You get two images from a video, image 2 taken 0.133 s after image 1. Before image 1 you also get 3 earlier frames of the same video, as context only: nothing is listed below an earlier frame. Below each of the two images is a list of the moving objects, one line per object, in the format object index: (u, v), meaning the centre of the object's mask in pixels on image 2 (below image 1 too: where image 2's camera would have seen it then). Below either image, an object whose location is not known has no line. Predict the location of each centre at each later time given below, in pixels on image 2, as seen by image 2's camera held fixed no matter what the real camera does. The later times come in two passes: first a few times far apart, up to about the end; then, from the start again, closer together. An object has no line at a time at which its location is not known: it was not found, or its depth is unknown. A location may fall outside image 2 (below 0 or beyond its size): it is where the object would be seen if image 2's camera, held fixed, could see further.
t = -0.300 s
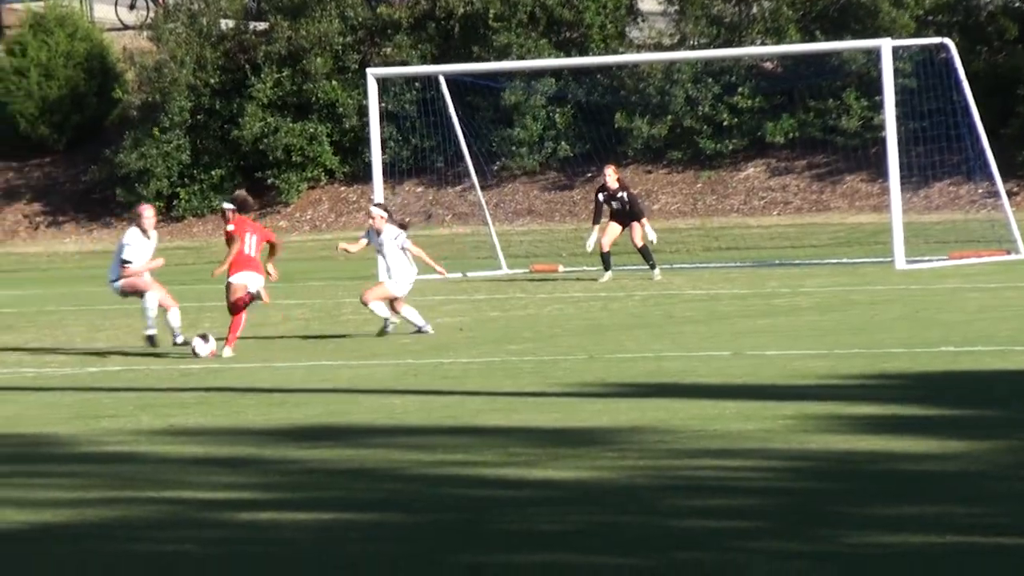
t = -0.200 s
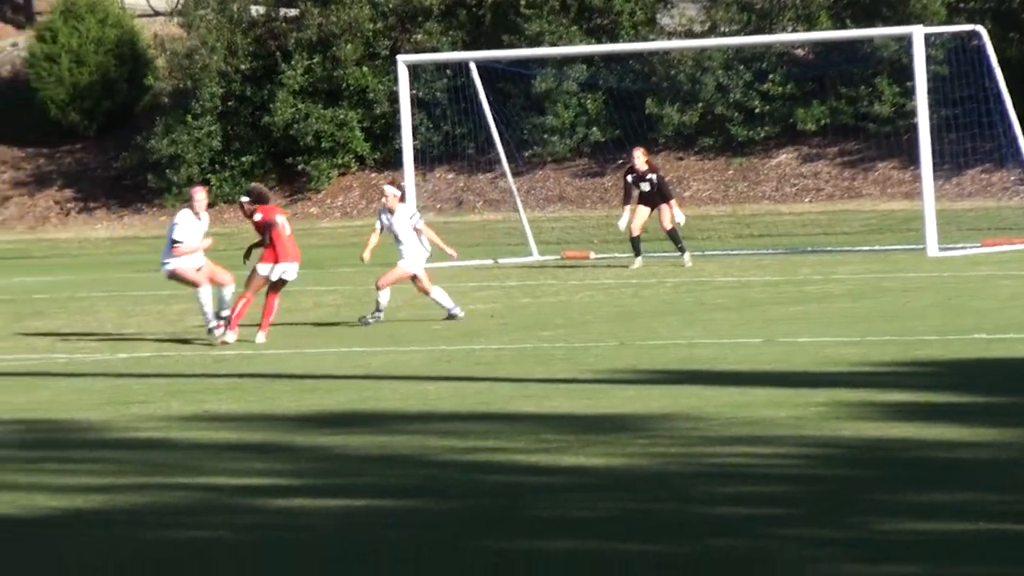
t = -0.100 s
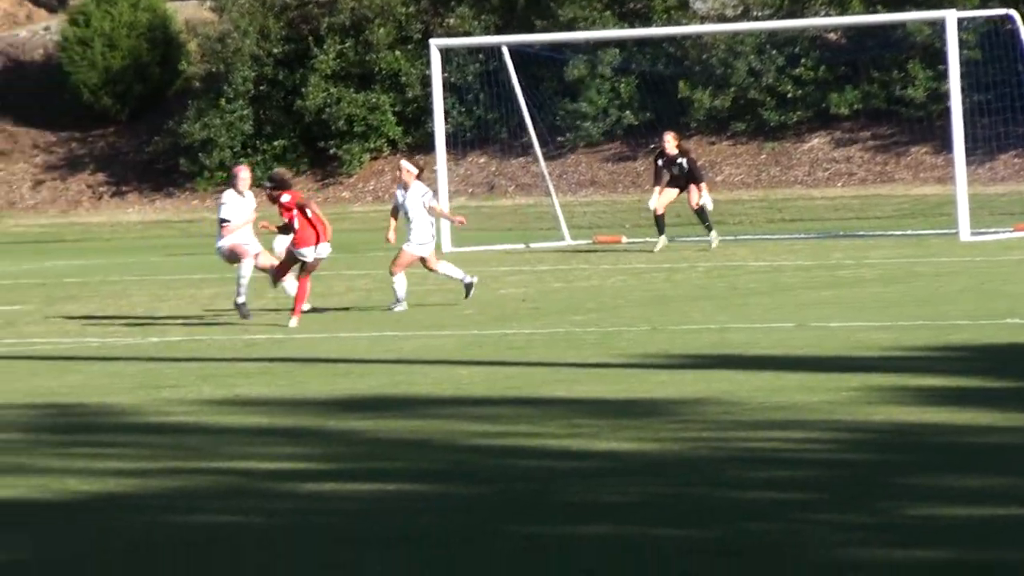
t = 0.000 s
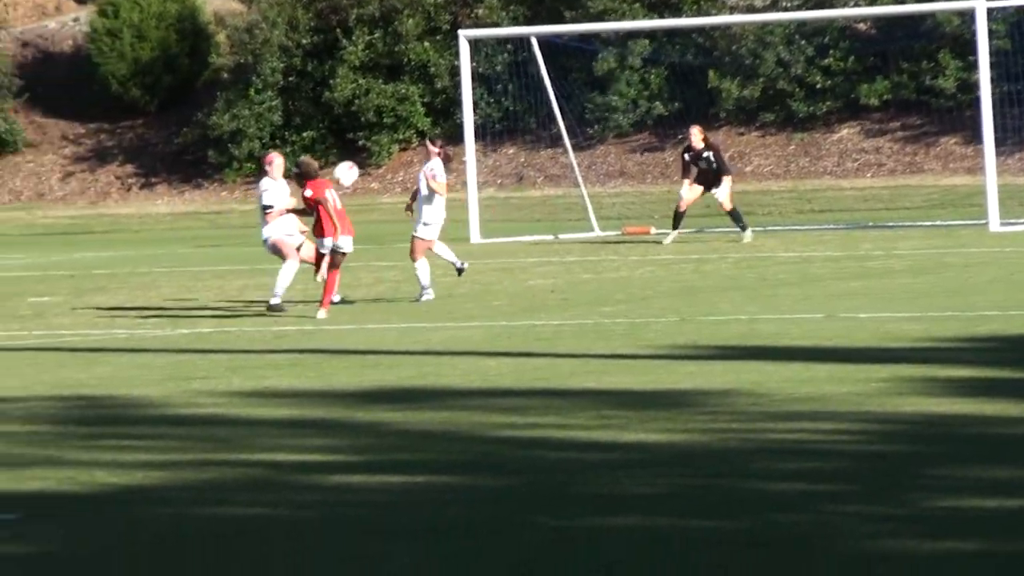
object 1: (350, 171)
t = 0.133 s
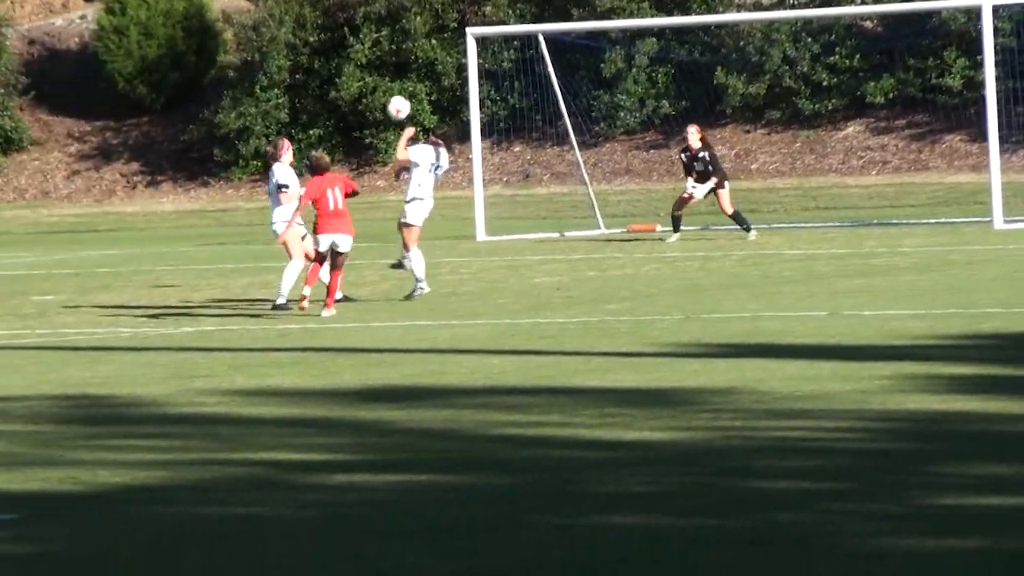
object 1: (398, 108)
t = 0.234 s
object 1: (436, 72)
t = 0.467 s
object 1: (526, 30)
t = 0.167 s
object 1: (412, 94)
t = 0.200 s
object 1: (425, 82)
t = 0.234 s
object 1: (436, 72)
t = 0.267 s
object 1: (449, 62)
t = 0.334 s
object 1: (475, 48)
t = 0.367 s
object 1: (488, 42)
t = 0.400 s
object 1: (500, 39)
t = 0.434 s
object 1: (513, 33)
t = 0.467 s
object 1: (526, 30)
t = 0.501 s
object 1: (540, 27)
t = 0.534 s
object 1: (554, 25)
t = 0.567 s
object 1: (566, 26)
